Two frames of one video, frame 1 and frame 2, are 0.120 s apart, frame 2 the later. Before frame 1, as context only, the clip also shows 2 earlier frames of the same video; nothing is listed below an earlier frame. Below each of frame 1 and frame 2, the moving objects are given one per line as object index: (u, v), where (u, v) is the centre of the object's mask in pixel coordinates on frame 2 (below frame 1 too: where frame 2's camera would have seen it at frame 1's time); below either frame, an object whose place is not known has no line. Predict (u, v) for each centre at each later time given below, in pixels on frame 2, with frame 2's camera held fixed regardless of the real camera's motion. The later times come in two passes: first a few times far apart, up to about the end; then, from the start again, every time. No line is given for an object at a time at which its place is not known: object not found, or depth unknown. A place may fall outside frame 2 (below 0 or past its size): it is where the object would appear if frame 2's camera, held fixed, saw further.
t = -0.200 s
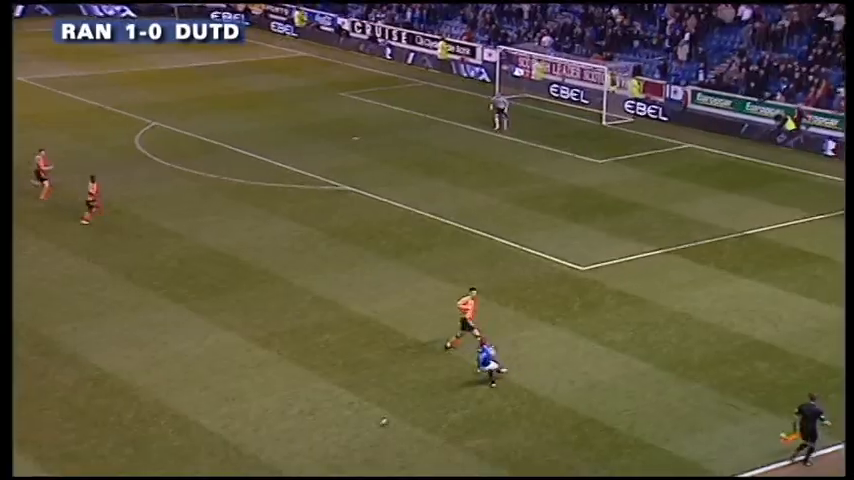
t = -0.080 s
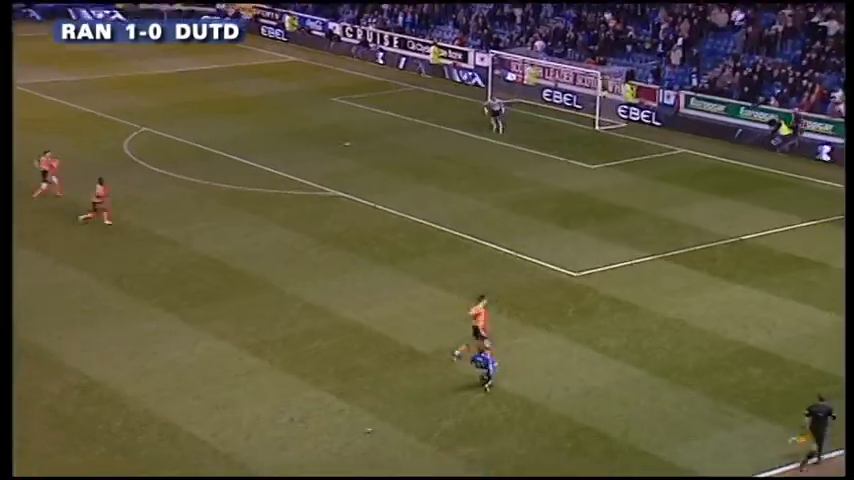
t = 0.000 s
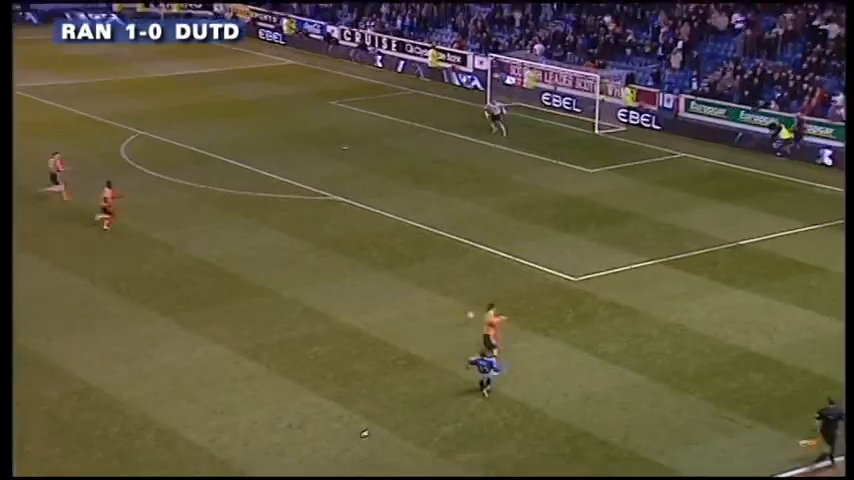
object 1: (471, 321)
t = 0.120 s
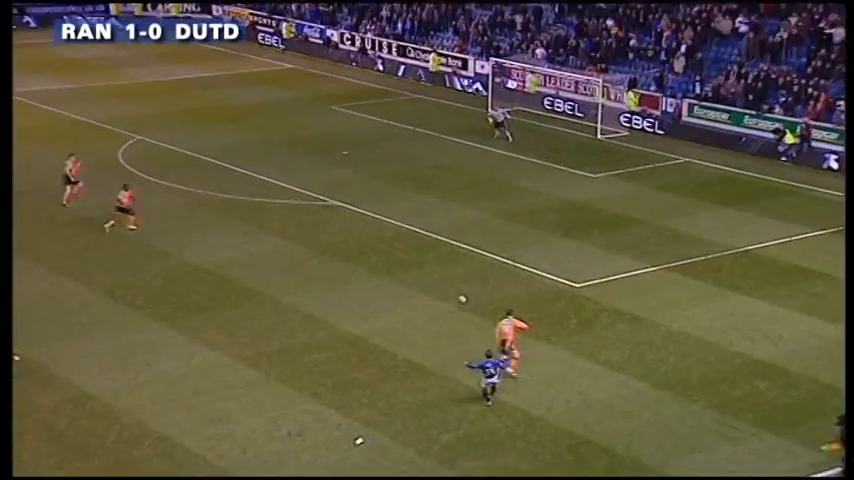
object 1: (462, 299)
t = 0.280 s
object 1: (448, 278)
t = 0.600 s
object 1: (423, 245)
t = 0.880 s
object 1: (407, 223)
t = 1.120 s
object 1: (394, 210)
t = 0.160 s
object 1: (458, 292)
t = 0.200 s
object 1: (456, 286)
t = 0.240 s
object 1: (451, 283)
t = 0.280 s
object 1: (448, 278)
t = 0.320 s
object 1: (443, 277)
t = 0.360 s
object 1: (441, 272)
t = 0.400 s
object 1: (438, 266)
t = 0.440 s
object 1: (435, 260)
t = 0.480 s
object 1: (432, 254)
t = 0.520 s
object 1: (429, 251)
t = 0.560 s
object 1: (426, 248)
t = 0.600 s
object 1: (423, 245)
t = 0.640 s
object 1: (420, 243)
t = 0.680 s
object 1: (417, 238)
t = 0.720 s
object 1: (416, 235)
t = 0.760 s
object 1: (414, 231)
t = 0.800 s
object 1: (411, 228)
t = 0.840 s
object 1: (409, 226)
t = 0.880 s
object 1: (407, 223)
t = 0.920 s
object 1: (404, 222)
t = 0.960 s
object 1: (402, 220)
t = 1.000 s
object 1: (400, 218)
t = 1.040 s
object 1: (398, 215)
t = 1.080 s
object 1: (396, 211)
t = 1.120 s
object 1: (394, 210)
